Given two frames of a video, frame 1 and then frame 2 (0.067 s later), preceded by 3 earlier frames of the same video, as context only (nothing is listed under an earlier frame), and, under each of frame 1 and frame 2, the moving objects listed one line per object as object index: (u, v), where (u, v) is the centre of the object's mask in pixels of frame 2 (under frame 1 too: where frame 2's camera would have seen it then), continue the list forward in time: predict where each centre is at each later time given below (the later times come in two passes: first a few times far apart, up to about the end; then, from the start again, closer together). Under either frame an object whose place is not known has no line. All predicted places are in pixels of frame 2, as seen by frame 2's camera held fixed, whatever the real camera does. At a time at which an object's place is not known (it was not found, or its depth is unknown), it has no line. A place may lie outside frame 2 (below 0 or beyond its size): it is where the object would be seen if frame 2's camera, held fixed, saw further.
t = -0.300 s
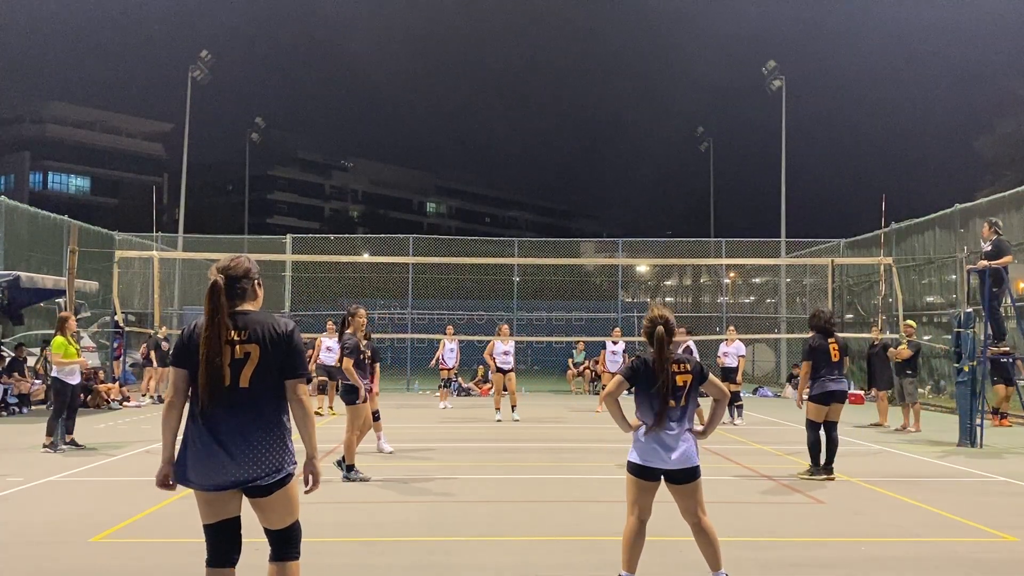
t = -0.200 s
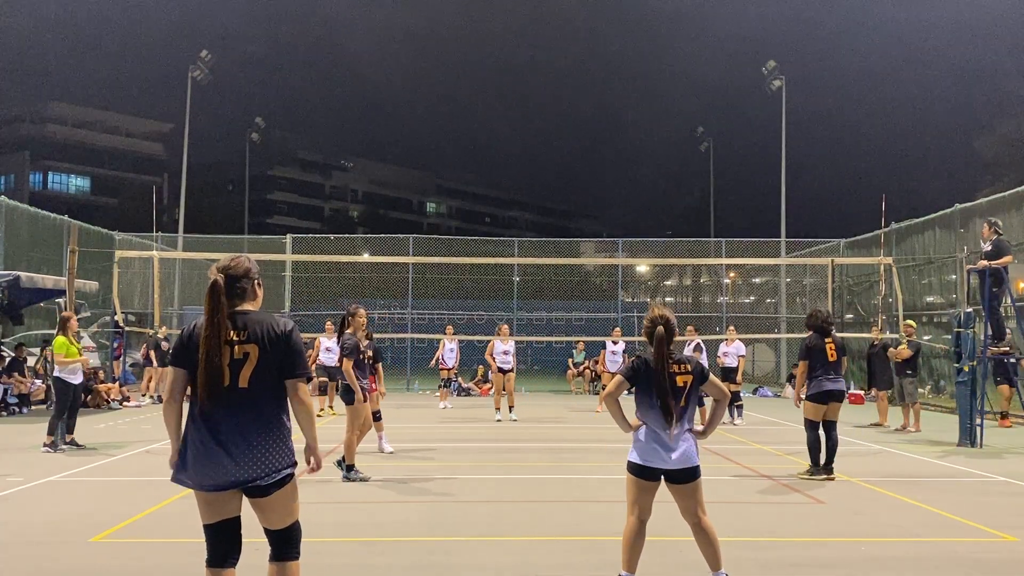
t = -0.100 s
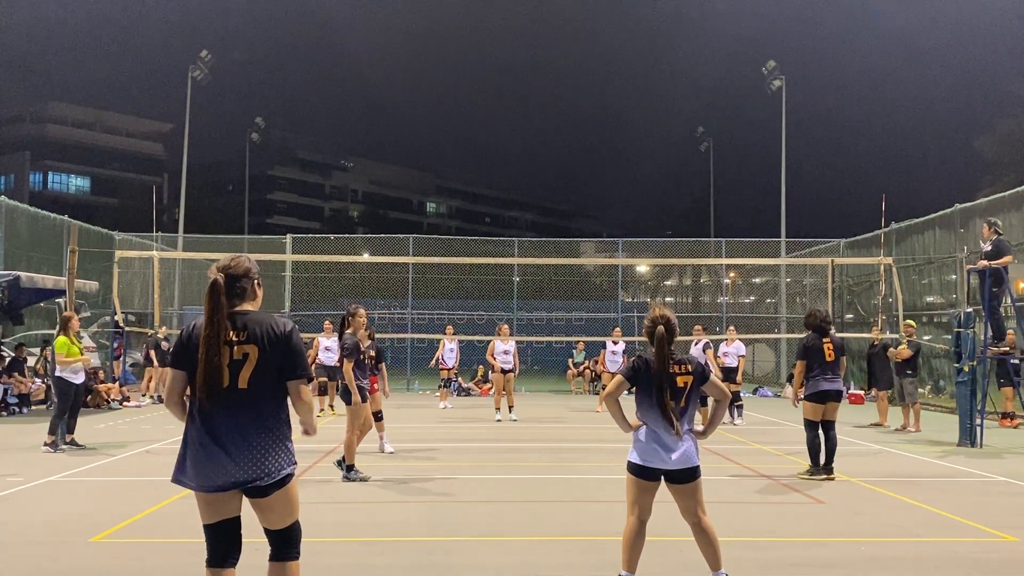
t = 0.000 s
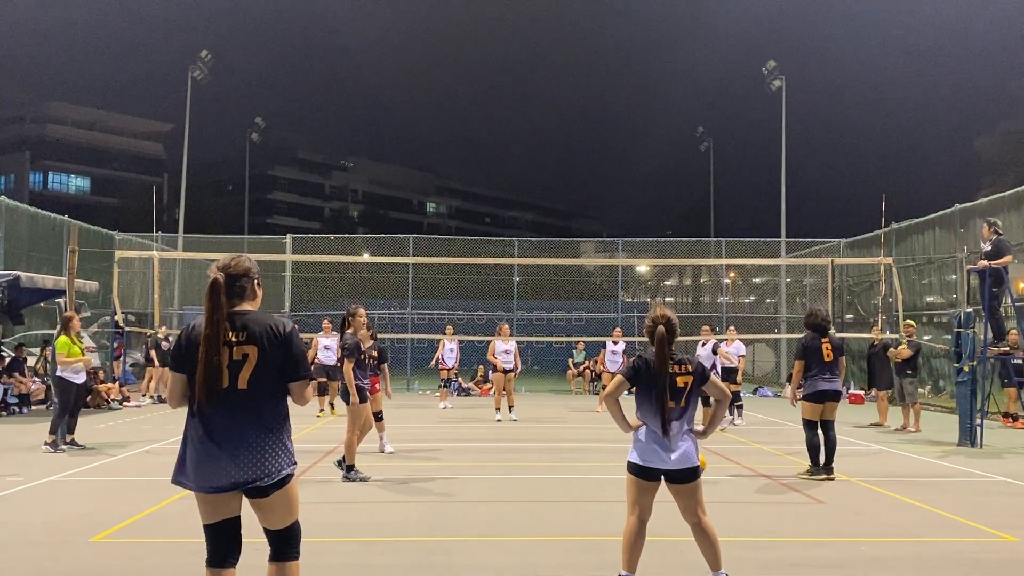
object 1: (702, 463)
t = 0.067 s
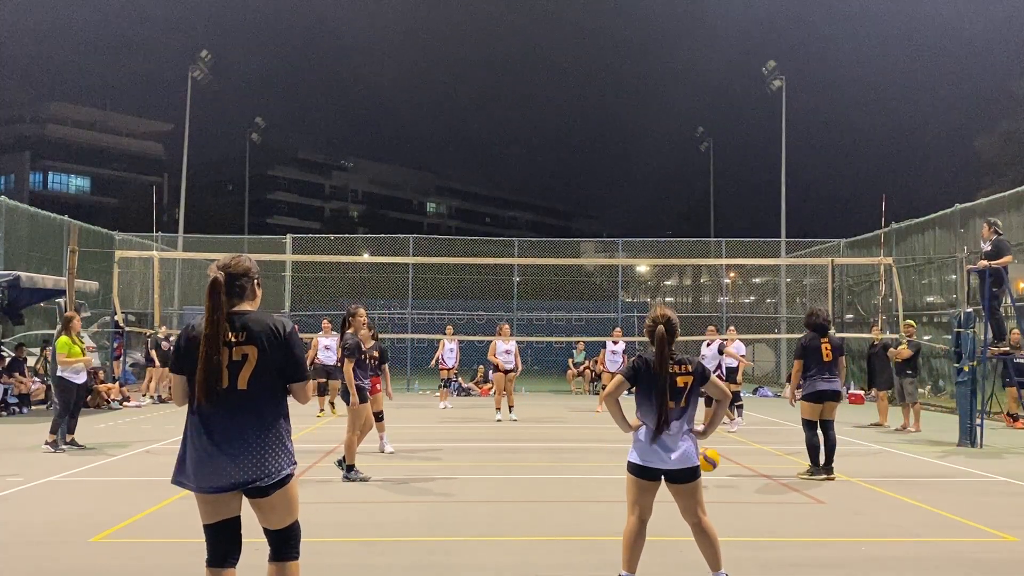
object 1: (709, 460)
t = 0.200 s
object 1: (735, 466)
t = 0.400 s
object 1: (783, 483)
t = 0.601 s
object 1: (838, 498)
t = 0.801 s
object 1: (905, 515)
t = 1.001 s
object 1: (988, 557)
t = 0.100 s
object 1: (714, 458)
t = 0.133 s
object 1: (721, 460)
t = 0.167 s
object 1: (728, 462)
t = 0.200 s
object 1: (735, 466)
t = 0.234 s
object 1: (742, 471)
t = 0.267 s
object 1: (750, 477)
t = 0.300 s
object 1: (758, 485)
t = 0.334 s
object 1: (766, 491)
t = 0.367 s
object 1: (774, 487)
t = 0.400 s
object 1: (783, 483)
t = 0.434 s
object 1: (791, 482)
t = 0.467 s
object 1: (800, 482)
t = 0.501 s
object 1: (809, 483)
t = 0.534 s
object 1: (818, 486)
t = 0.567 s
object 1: (828, 491)
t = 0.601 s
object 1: (838, 498)
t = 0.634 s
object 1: (848, 507)
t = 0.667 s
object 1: (859, 518)
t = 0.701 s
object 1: (870, 520)
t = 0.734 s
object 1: (881, 517)
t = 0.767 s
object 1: (893, 515)
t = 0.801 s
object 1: (905, 515)
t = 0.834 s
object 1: (918, 517)
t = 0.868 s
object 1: (930, 522)
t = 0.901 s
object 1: (943, 528)
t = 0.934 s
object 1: (958, 536)
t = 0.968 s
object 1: (972, 547)
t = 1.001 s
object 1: (988, 557)
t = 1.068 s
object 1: (1012, 552)
